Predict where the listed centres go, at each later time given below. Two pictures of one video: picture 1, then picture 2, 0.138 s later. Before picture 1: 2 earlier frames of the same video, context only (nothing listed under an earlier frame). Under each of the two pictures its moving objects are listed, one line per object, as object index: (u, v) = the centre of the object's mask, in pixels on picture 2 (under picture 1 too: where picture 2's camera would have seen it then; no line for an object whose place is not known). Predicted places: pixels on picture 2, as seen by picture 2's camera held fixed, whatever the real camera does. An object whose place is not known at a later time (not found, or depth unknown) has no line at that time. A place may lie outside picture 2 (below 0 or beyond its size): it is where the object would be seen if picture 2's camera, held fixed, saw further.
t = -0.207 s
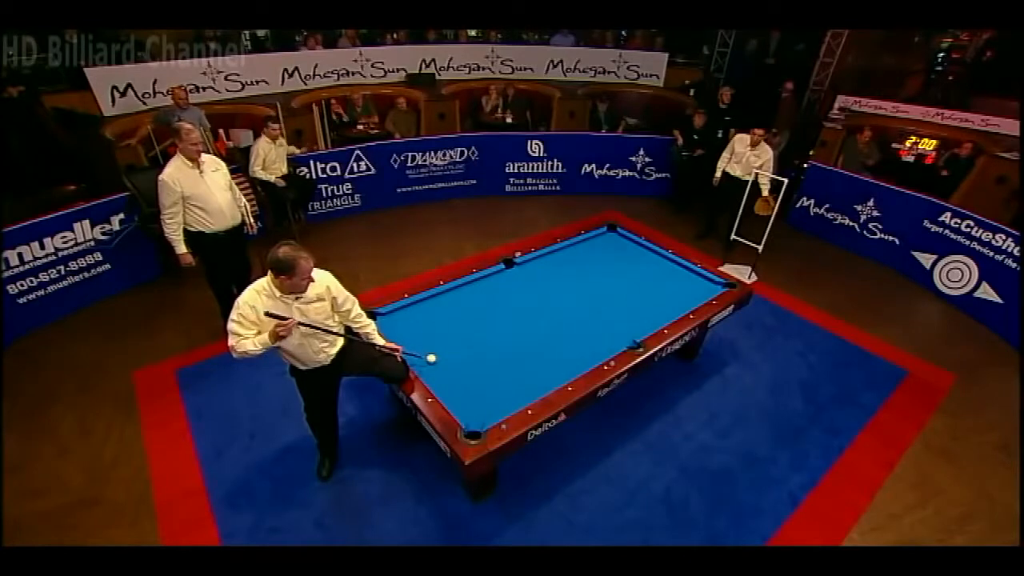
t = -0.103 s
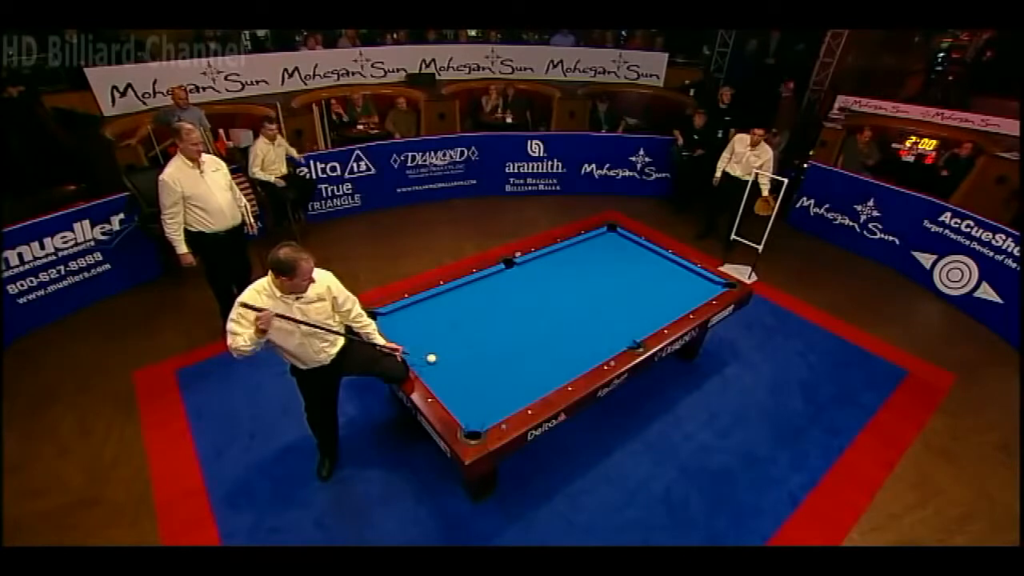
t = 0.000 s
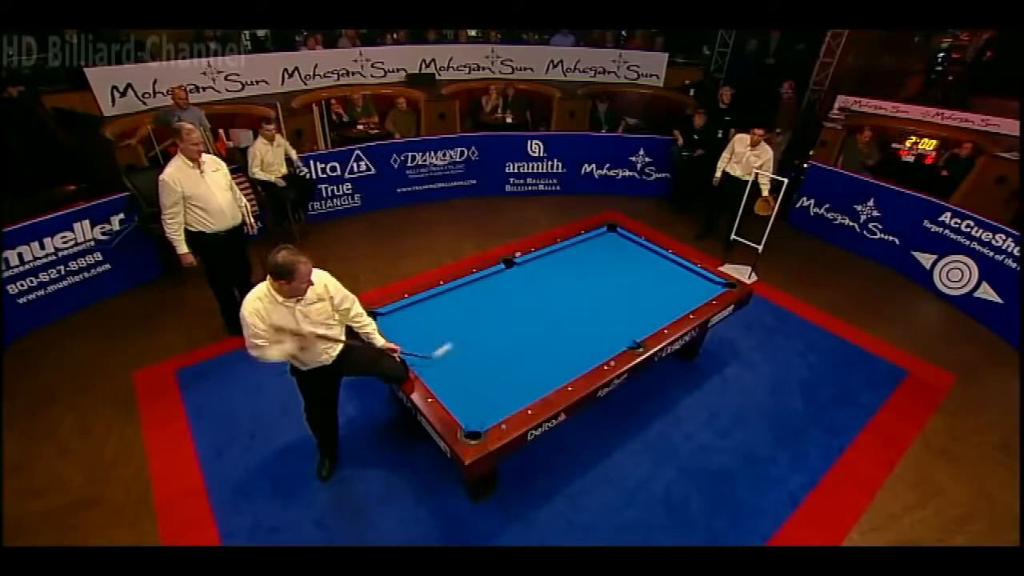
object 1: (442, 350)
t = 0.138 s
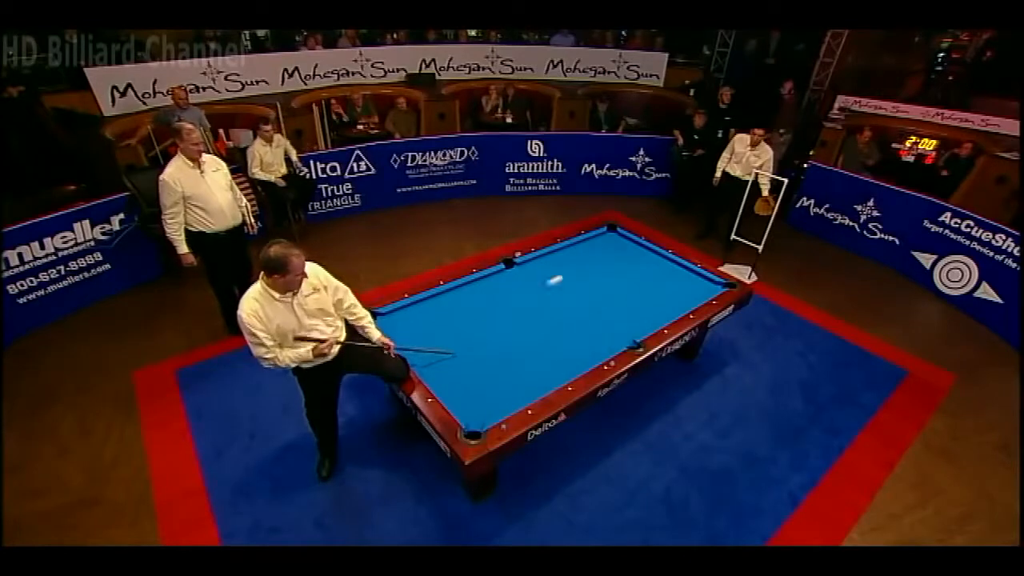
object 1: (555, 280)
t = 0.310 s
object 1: (647, 241)
